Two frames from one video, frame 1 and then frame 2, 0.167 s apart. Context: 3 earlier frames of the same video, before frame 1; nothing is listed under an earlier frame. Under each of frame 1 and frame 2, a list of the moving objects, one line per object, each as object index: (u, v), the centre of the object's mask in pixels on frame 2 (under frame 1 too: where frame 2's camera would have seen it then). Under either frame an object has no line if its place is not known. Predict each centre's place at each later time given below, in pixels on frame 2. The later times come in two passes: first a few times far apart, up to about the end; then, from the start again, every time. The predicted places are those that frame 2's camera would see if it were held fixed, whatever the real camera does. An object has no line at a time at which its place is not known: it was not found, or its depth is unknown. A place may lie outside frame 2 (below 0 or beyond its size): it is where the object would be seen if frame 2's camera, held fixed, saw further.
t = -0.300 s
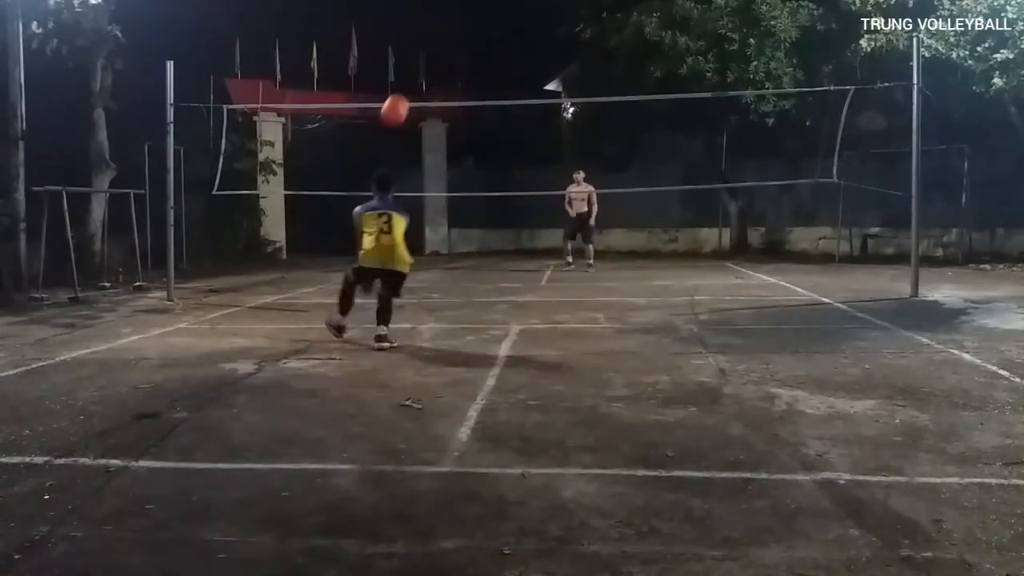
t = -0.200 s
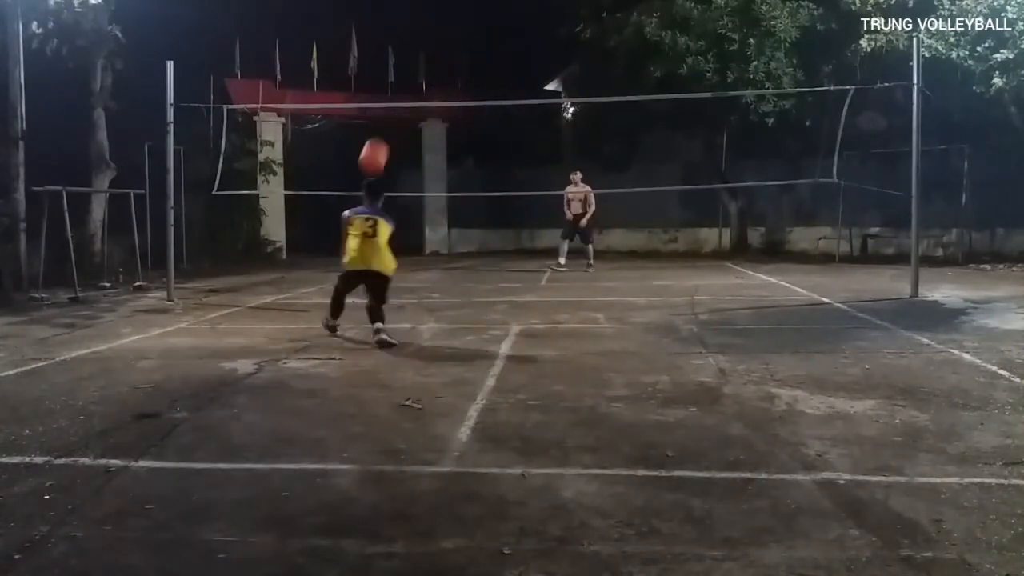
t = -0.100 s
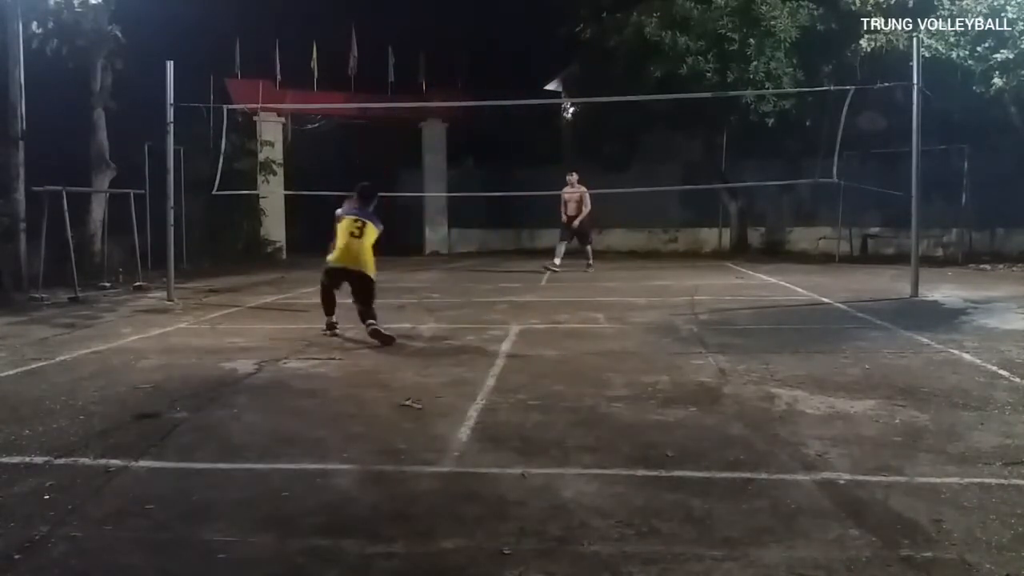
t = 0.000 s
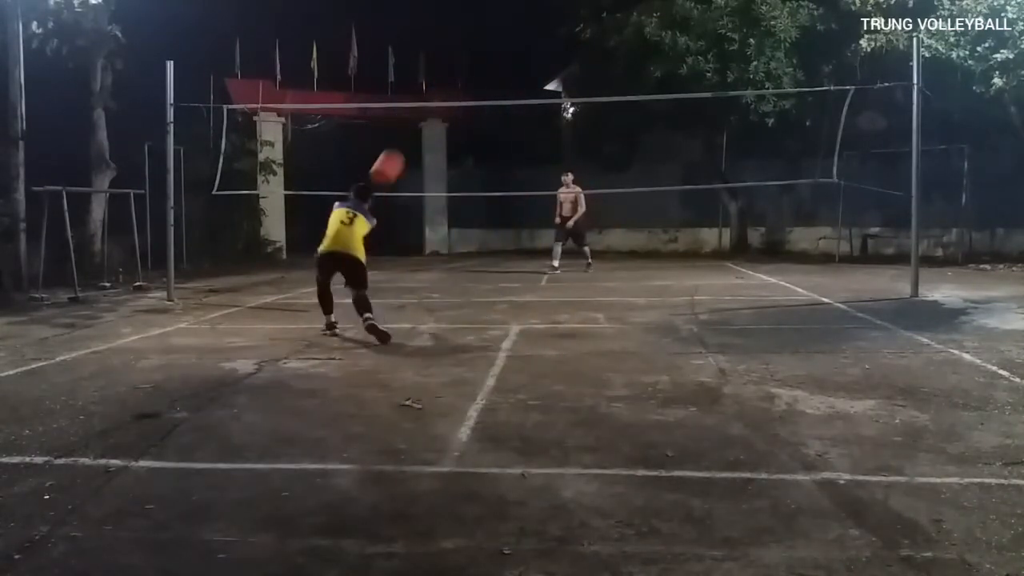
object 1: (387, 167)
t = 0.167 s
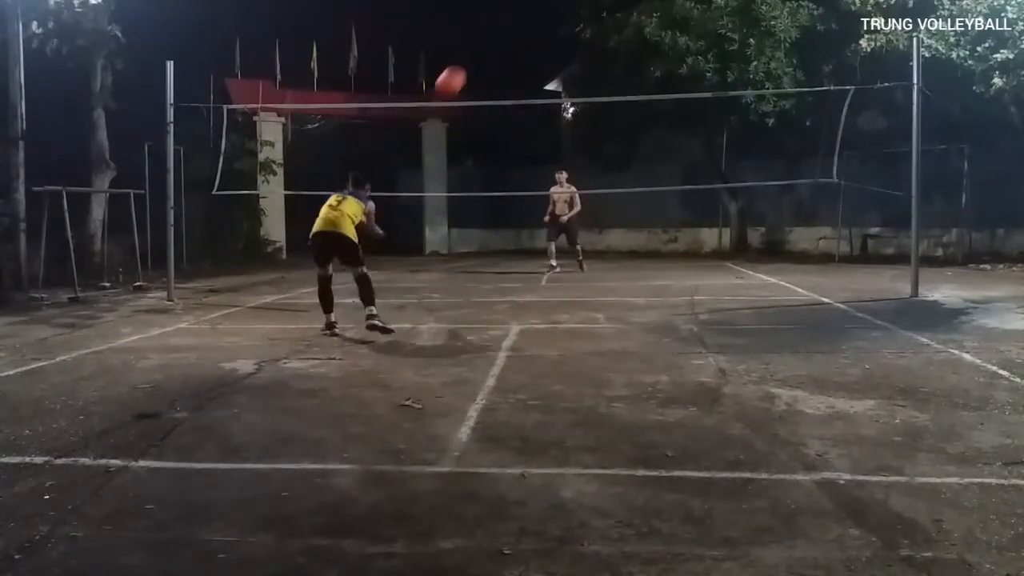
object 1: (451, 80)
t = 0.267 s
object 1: (482, 48)
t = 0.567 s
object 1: (558, 19)
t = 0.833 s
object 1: (608, 59)
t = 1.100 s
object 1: (646, 139)
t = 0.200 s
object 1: (462, 68)
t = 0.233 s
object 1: (472, 58)
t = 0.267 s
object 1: (482, 48)
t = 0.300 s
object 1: (492, 40)
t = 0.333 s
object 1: (501, 33)
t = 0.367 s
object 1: (509, 28)
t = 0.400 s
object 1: (518, 23)
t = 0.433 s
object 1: (527, 20)
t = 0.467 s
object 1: (535, 19)
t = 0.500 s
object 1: (543, 18)
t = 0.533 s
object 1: (551, 18)
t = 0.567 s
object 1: (558, 19)
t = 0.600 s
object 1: (565, 22)
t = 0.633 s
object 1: (572, 25)
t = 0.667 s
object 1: (578, 28)
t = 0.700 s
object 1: (585, 33)
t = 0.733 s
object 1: (591, 38)
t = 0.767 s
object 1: (597, 44)
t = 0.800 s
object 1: (603, 51)
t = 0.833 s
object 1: (608, 59)
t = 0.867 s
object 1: (614, 67)
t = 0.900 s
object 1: (619, 76)
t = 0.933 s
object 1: (624, 85)
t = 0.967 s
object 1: (629, 95)
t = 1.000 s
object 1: (633, 105)
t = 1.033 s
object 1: (637, 116)
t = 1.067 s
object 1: (642, 128)
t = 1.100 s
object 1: (646, 139)
